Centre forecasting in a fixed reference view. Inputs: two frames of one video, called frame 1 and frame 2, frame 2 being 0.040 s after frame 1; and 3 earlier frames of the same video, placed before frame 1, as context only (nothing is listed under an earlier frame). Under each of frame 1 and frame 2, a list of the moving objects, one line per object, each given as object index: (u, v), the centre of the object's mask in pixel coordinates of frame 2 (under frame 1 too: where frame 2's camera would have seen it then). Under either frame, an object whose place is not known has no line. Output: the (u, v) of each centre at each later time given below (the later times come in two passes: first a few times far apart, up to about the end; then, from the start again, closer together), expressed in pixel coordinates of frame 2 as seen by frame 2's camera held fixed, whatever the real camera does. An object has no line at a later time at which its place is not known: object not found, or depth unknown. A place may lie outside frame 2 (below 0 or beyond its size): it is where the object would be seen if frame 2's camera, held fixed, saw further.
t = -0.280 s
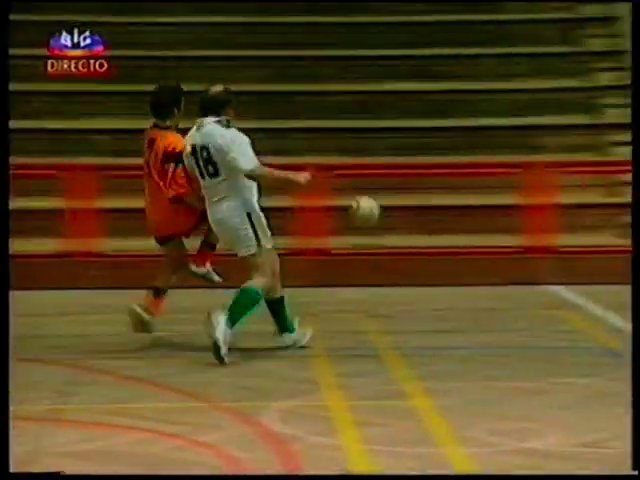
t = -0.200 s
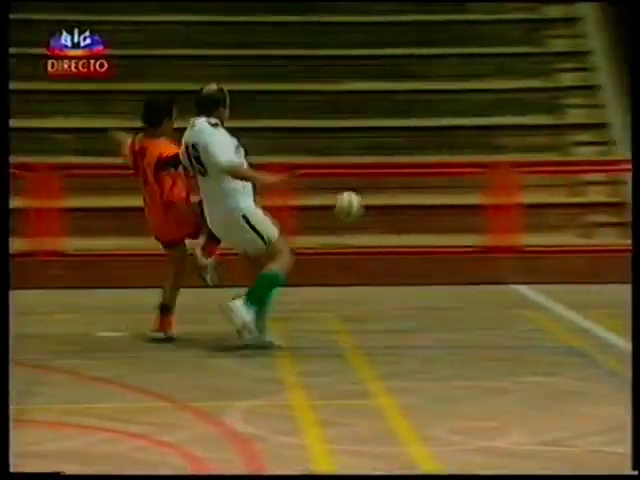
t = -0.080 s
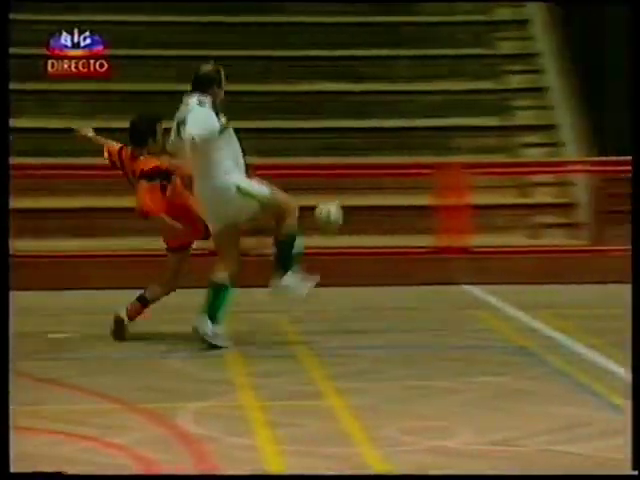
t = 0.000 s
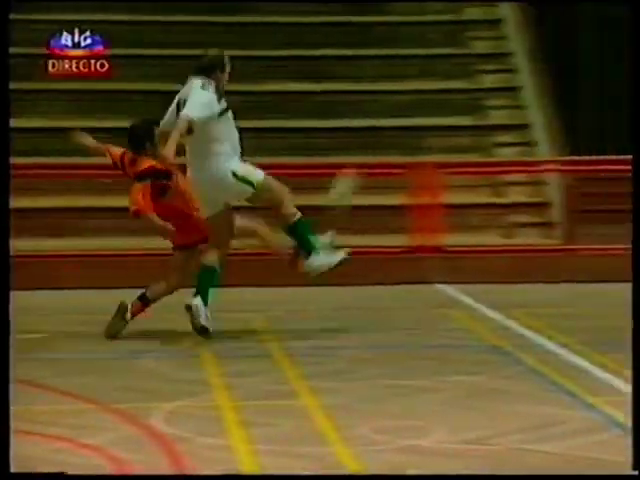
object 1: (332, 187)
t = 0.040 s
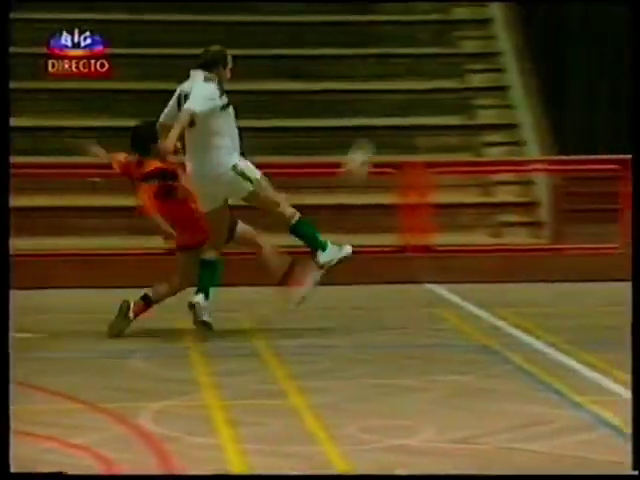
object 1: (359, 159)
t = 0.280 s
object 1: (511, 45)
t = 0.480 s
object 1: (629, 14)
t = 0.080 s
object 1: (382, 140)
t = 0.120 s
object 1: (408, 112)
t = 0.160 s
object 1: (436, 95)
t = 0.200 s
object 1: (460, 75)
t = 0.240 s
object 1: (484, 60)
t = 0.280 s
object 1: (511, 45)
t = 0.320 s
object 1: (536, 35)
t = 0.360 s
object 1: (558, 28)
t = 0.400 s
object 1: (582, 20)
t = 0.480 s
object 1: (629, 14)
